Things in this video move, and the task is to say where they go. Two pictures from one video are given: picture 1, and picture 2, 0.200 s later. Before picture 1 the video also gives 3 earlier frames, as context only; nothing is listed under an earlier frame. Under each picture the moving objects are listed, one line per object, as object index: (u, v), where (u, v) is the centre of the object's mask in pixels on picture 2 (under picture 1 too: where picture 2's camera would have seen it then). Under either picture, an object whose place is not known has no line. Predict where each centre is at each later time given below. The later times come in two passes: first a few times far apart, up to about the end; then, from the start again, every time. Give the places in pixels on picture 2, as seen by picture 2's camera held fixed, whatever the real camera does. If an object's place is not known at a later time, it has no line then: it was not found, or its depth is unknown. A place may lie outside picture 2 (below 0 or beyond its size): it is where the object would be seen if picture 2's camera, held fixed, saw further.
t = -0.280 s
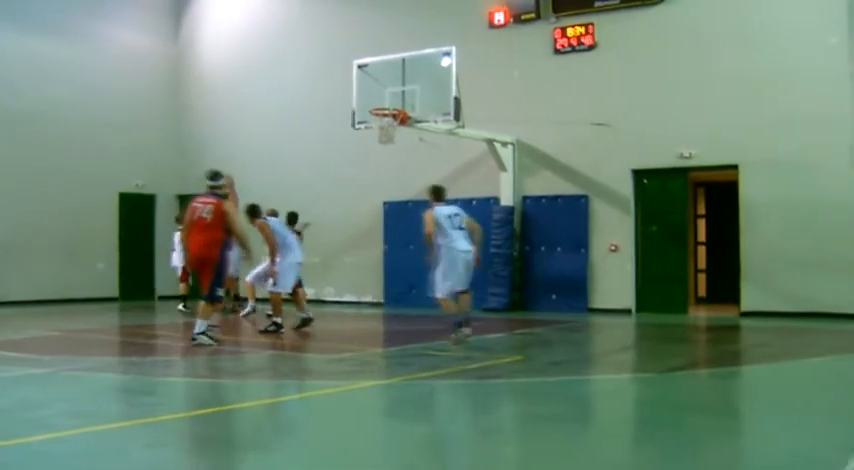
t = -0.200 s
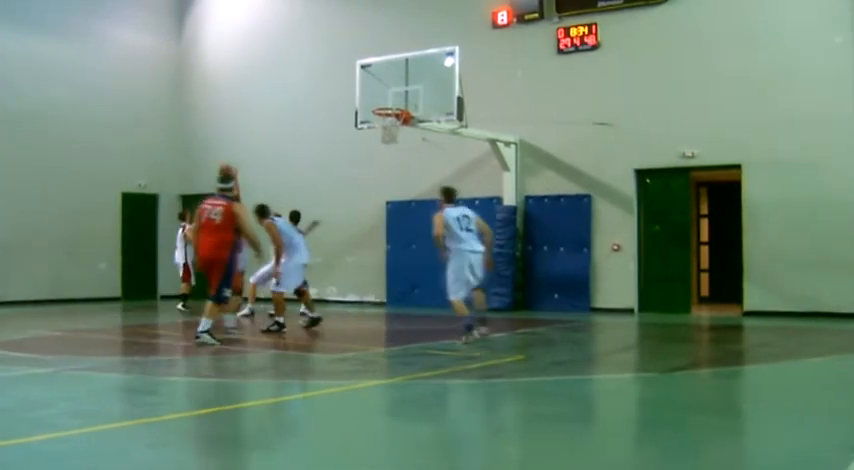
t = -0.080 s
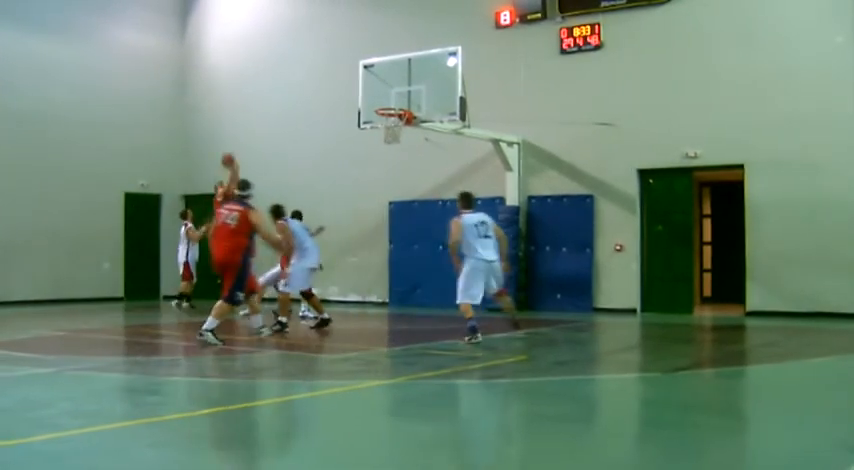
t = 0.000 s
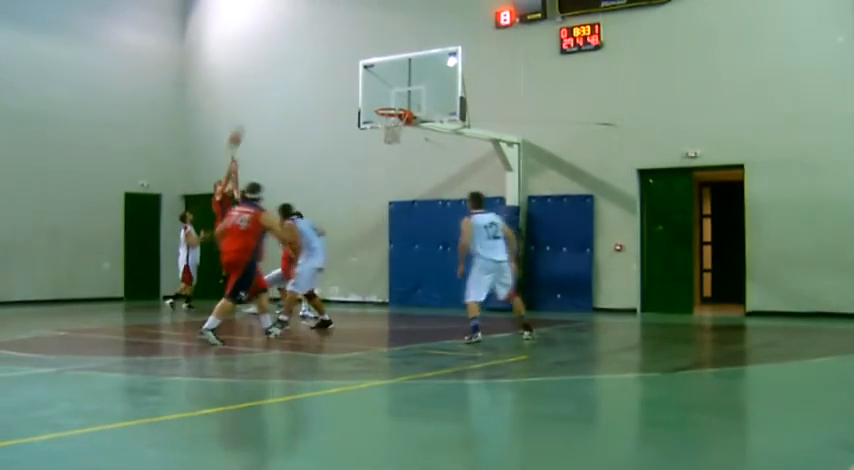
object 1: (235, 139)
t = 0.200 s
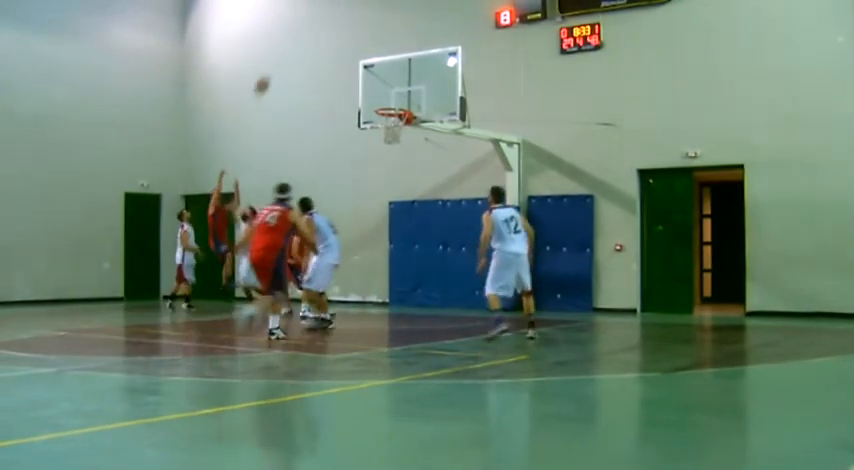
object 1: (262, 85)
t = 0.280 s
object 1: (273, 69)
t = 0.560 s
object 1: (314, 38)
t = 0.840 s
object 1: (358, 52)
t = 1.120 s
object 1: (387, 105)
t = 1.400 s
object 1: (399, 86)
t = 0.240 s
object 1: (267, 77)
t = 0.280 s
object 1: (273, 69)
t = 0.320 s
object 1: (279, 62)
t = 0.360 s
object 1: (284, 56)
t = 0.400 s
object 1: (290, 51)
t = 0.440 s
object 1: (295, 47)
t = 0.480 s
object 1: (301, 43)
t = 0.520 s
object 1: (308, 40)
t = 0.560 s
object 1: (314, 38)
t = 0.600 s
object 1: (320, 37)
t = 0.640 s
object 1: (326, 37)
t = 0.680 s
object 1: (332, 38)
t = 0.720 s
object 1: (339, 40)
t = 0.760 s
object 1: (345, 43)
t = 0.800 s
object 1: (351, 47)
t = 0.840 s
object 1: (358, 52)
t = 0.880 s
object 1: (365, 58)
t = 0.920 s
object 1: (374, 68)
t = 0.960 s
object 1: (380, 75)
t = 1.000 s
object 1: (387, 84)
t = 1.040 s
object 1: (393, 93)
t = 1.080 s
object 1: (398, 101)
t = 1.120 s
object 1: (387, 105)
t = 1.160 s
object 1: (385, 104)
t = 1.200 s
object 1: (390, 99)
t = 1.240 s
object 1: (394, 94)
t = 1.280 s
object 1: (400, 90)
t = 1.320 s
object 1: (402, 88)
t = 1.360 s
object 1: (401, 86)
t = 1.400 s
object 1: (399, 86)
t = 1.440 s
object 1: (397, 87)
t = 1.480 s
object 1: (395, 89)
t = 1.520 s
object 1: (393, 92)
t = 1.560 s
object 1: (390, 96)
